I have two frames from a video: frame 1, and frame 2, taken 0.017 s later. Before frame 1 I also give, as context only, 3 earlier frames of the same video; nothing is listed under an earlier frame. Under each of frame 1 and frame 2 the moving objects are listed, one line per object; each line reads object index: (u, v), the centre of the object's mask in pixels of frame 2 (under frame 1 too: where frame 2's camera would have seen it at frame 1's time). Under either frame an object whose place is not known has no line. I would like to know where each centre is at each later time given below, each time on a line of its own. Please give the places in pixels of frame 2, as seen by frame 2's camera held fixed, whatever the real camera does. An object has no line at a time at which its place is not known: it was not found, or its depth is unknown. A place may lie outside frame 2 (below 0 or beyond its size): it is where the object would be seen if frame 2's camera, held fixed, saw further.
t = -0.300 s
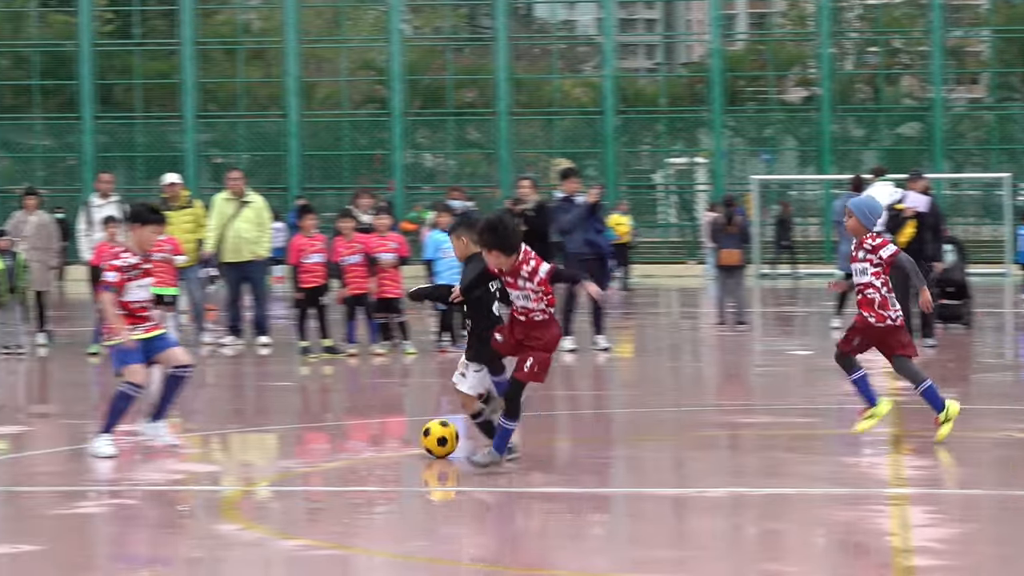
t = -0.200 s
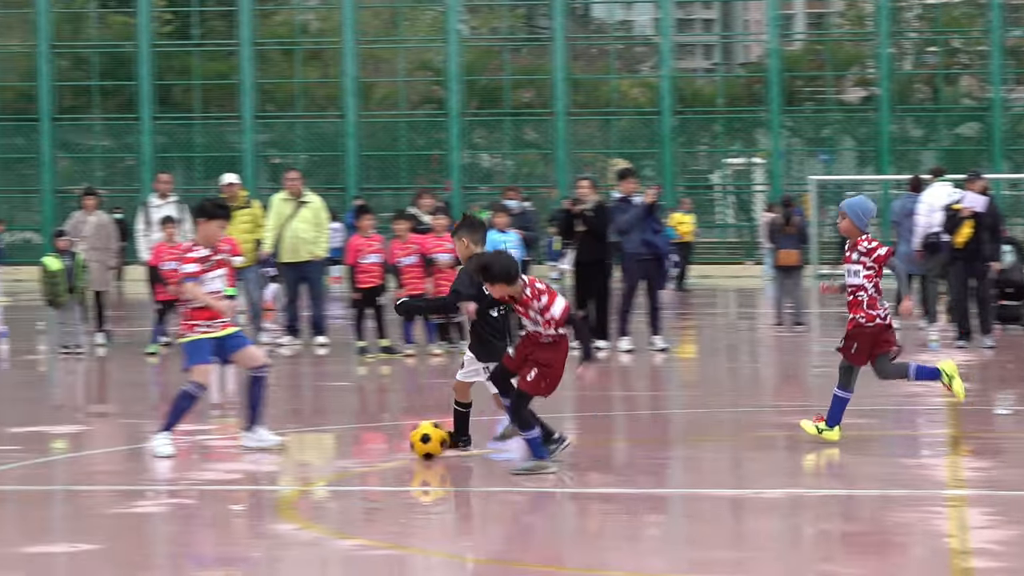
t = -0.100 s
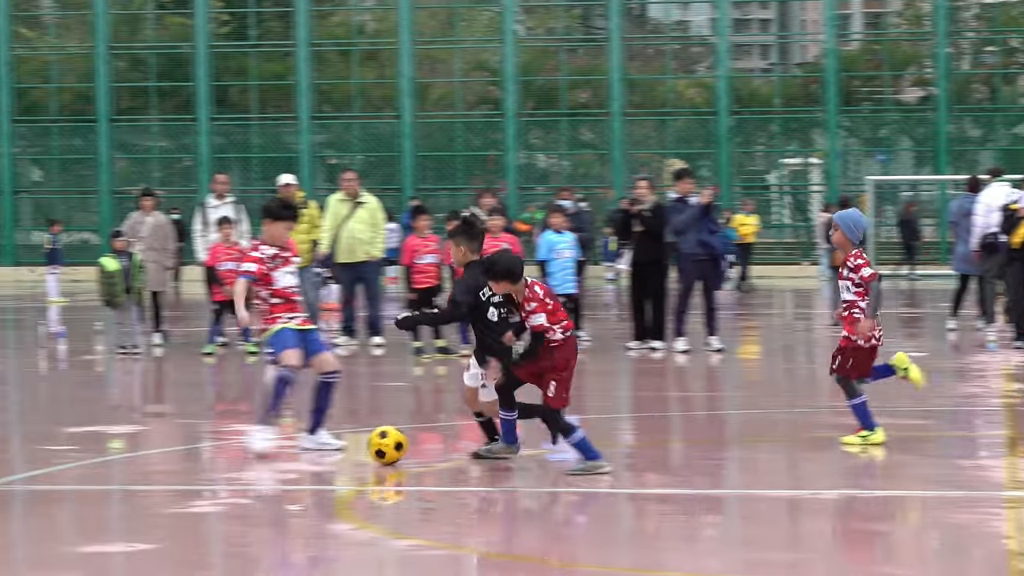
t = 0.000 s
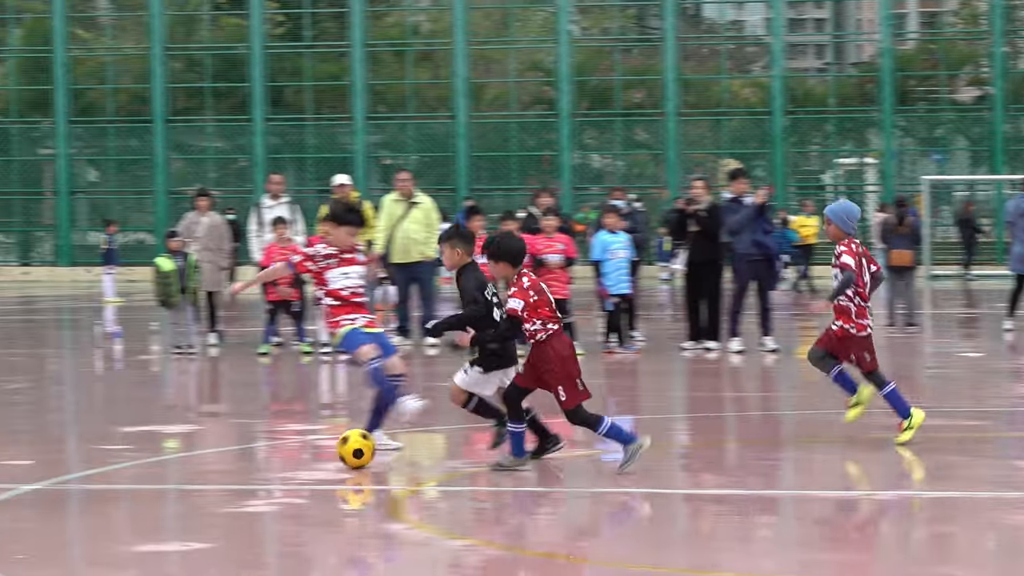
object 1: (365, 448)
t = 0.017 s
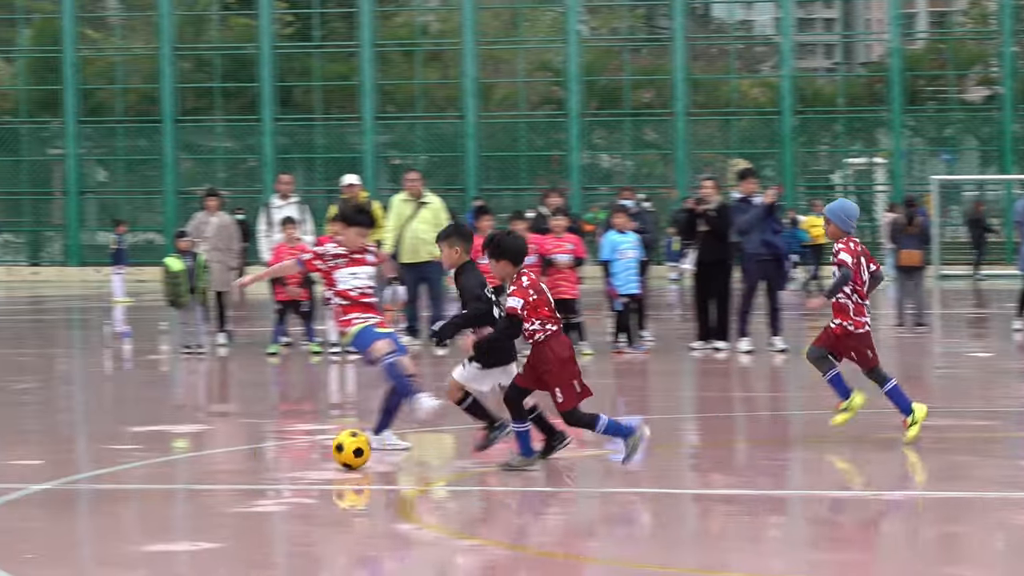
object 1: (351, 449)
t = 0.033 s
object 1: (338, 449)
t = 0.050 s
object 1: (325, 449)
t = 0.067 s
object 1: (313, 450)
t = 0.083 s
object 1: (299, 451)
